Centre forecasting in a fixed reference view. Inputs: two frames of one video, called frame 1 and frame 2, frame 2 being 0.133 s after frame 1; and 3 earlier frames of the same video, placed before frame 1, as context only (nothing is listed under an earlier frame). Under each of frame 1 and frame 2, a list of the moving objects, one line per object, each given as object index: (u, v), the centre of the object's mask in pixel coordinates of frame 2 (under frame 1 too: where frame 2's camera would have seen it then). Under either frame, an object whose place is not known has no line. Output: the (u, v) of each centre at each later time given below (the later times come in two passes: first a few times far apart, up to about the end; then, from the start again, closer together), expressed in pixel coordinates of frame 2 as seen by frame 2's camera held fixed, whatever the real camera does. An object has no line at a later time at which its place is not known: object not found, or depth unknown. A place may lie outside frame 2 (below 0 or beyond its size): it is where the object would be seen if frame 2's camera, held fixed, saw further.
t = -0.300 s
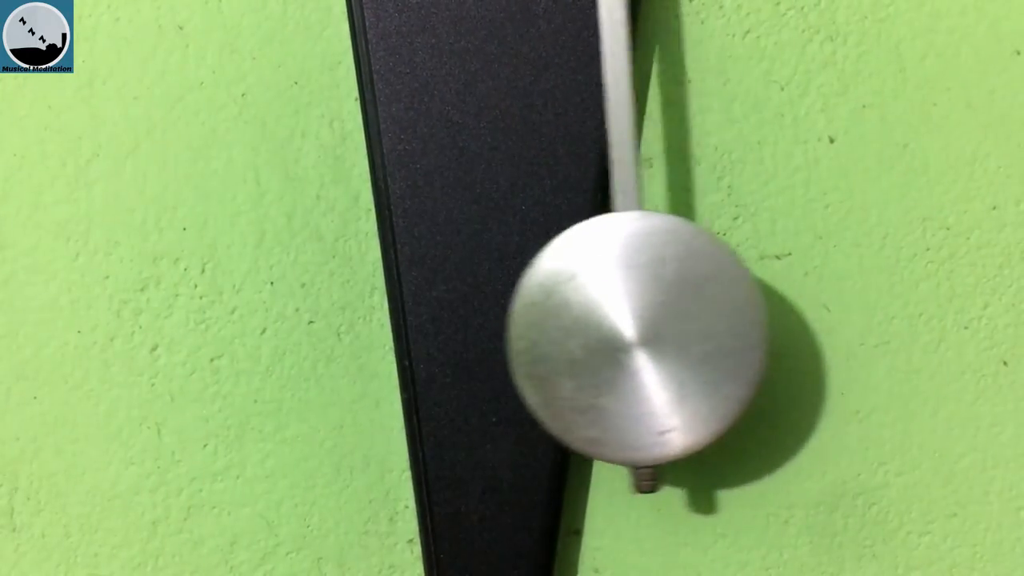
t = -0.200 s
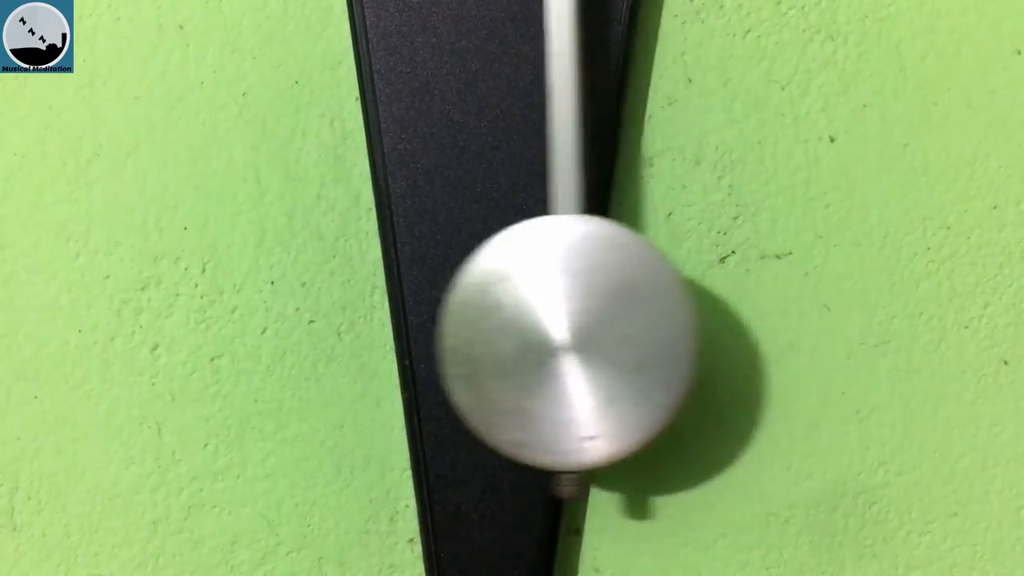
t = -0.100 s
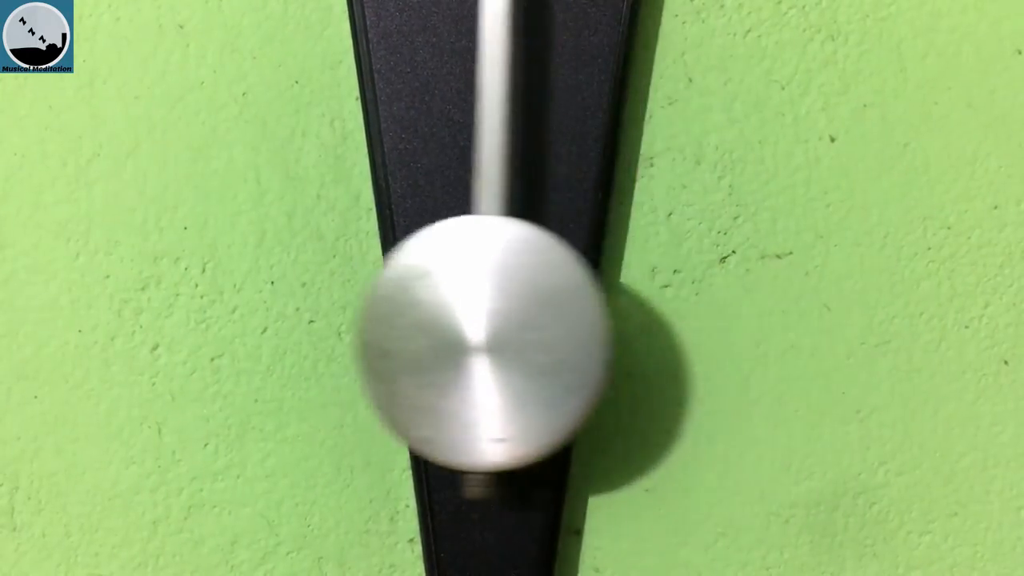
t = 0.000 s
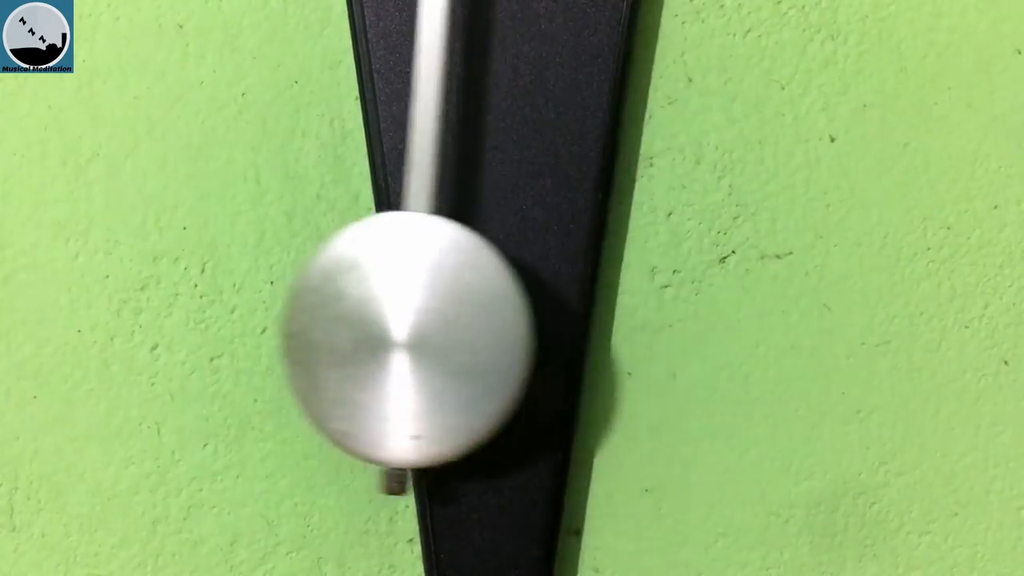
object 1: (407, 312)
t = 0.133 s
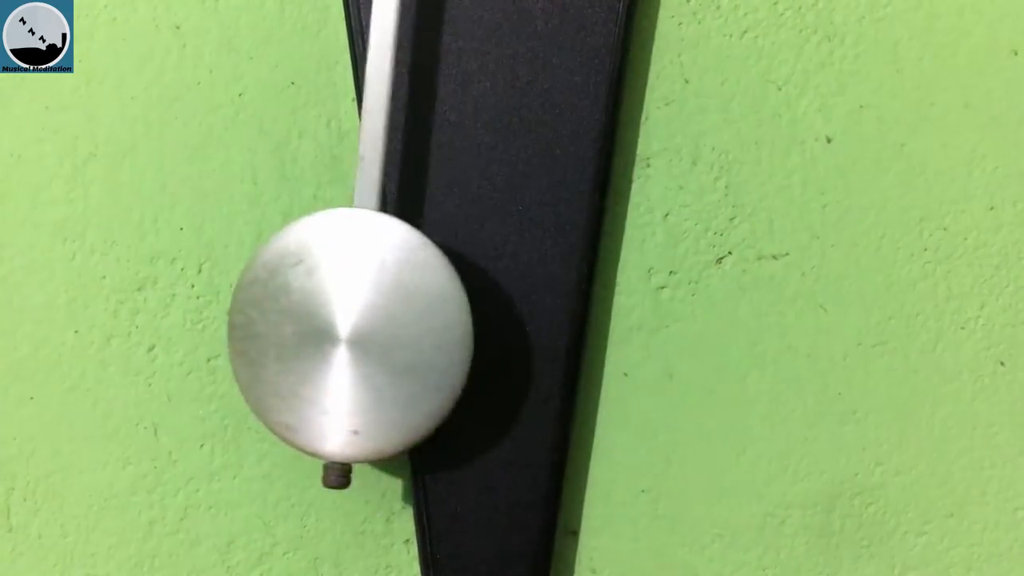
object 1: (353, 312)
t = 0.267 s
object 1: (377, 311)
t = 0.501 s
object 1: (546, 312)
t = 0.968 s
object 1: (568, 310)
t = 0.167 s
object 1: (352, 312)
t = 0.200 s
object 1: (355, 312)
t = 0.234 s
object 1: (364, 312)
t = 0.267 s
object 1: (377, 311)
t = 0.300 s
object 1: (395, 311)
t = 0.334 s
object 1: (416, 310)
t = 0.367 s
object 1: (440, 310)
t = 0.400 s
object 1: (465, 310)
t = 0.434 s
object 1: (492, 312)
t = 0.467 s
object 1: (518, 312)
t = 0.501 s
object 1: (546, 312)
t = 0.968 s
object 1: (568, 310)
